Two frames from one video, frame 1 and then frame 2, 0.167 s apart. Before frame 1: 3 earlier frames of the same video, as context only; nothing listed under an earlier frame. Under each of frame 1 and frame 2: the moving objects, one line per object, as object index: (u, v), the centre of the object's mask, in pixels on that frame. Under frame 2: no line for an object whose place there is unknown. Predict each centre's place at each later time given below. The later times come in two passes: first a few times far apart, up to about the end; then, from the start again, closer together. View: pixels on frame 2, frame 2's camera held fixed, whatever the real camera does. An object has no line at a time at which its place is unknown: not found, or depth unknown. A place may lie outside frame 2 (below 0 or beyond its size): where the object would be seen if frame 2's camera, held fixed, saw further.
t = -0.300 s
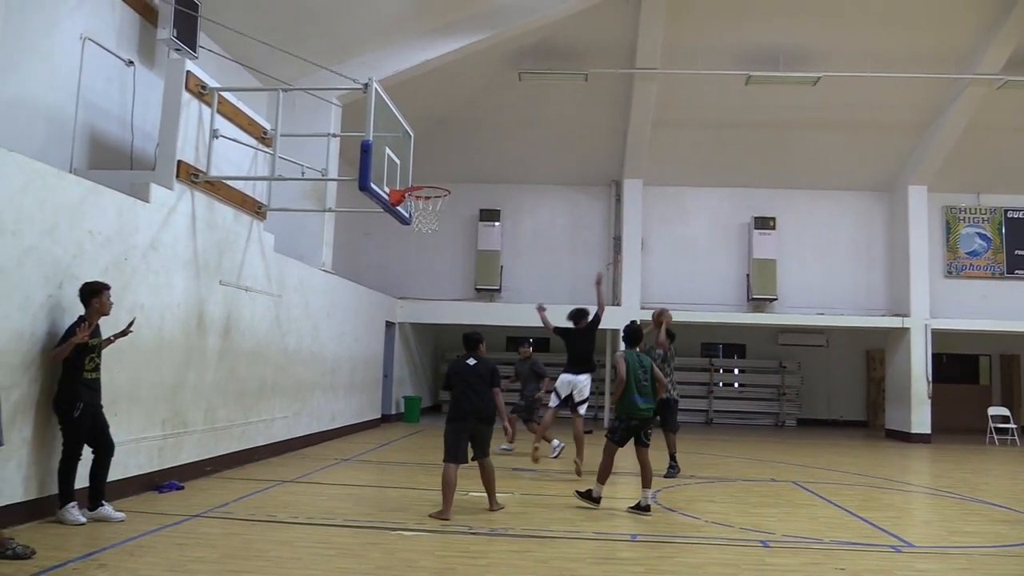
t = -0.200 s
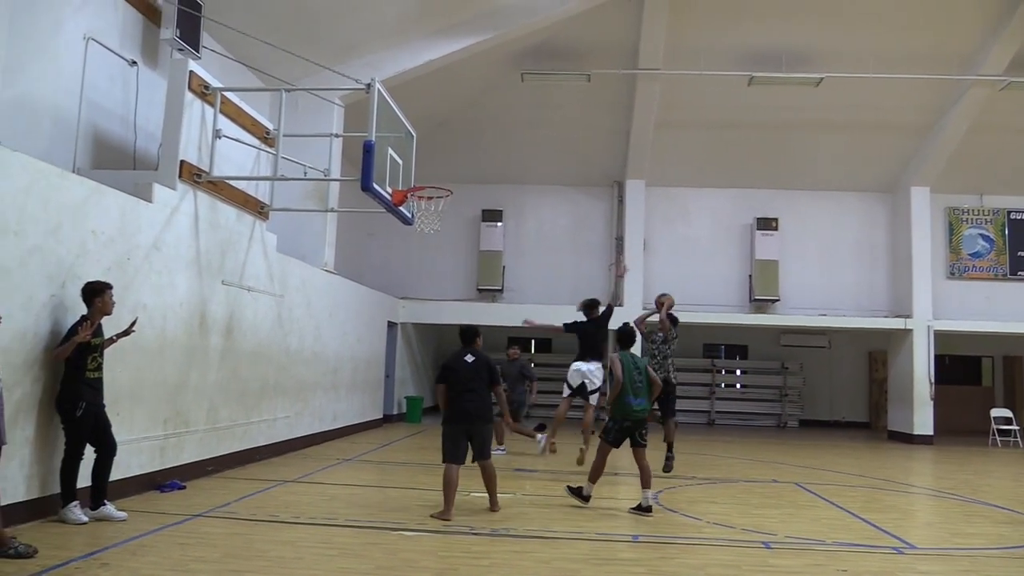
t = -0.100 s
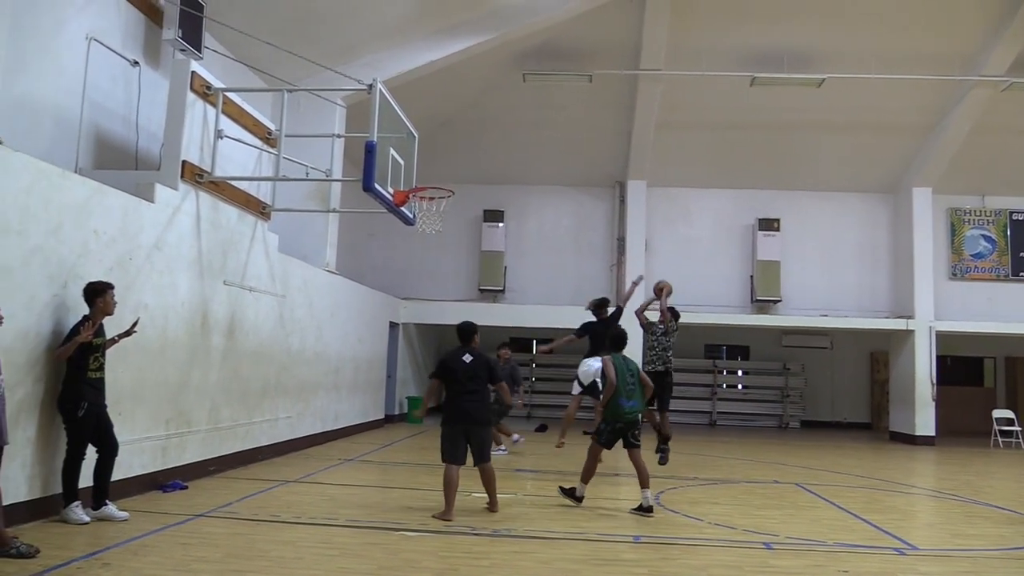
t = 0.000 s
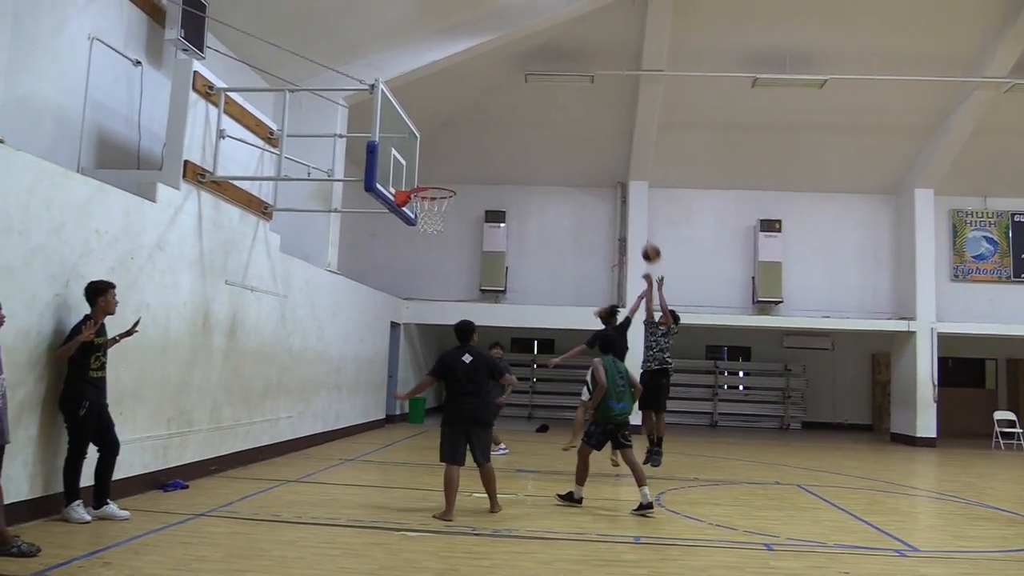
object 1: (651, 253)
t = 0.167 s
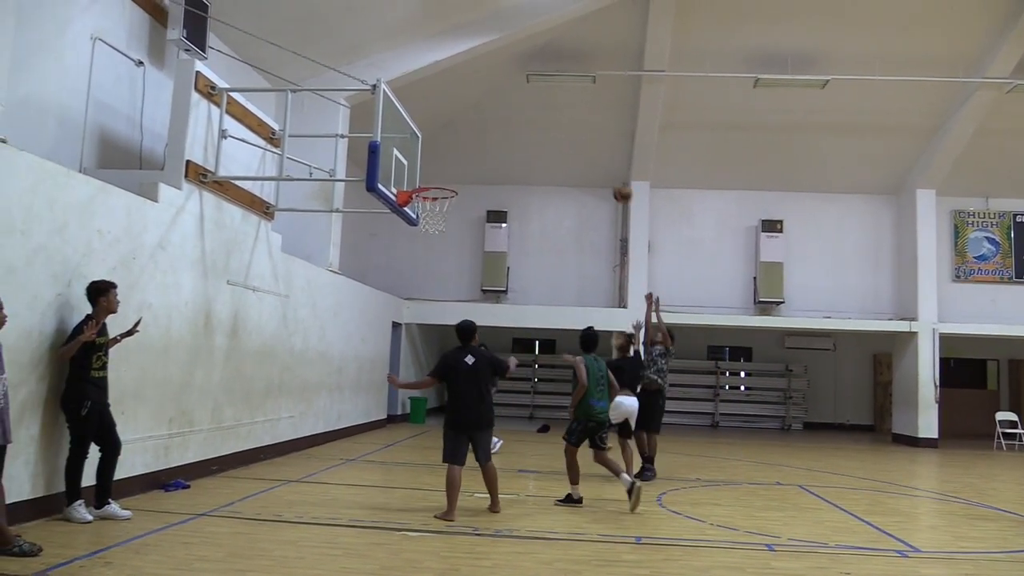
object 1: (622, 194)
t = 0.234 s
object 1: (609, 175)
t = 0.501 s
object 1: (556, 133)
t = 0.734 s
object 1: (504, 143)
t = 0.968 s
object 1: (459, 193)
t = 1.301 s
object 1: (515, 233)
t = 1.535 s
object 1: (545, 302)
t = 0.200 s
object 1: (615, 185)
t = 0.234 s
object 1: (609, 175)
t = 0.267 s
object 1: (603, 166)
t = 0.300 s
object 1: (596, 159)
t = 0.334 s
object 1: (590, 152)
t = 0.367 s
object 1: (583, 147)
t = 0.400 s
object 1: (577, 142)
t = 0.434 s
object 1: (570, 139)
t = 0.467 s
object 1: (563, 135)
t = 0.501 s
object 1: (556, 133)
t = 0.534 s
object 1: (549, 132)
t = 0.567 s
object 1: (542, 132)
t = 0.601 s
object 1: (535, 132)
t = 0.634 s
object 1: (527, 134)
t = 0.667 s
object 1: (520, 136)
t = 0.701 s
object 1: (512, 139)
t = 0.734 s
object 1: (504, 143)
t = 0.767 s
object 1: (497, 148)
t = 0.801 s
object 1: (489, 155)
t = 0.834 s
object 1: (481, 162)
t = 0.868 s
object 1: (472, 171)
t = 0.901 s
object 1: (464, 180)
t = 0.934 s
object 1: (457, 191)
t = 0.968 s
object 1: (459, 193)
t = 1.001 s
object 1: (465, 194)
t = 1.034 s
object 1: (471, 195)
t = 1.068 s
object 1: (478, 197)
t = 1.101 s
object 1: (484, 200)
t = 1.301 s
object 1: (515, 233)
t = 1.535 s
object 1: (545, 302)
